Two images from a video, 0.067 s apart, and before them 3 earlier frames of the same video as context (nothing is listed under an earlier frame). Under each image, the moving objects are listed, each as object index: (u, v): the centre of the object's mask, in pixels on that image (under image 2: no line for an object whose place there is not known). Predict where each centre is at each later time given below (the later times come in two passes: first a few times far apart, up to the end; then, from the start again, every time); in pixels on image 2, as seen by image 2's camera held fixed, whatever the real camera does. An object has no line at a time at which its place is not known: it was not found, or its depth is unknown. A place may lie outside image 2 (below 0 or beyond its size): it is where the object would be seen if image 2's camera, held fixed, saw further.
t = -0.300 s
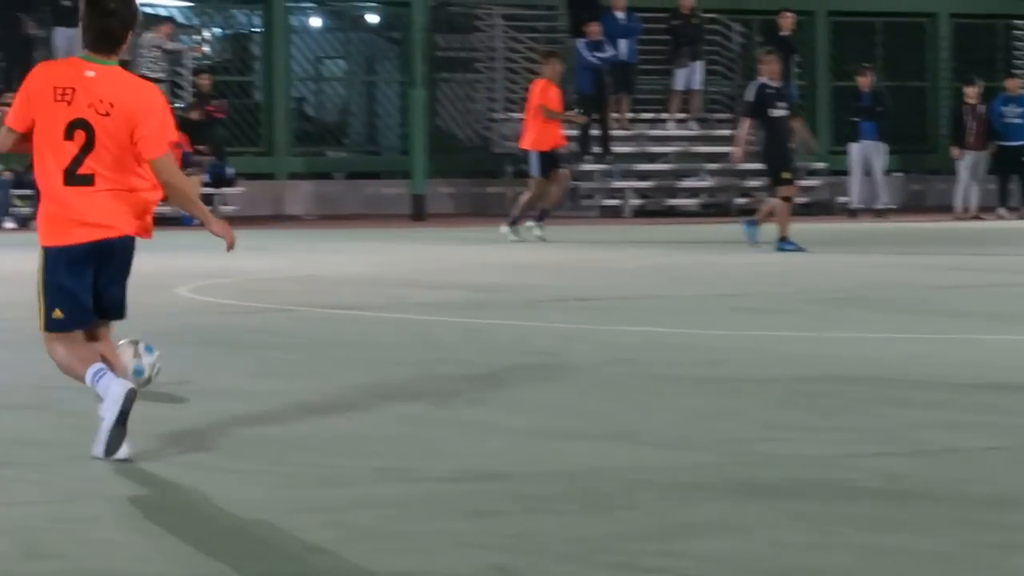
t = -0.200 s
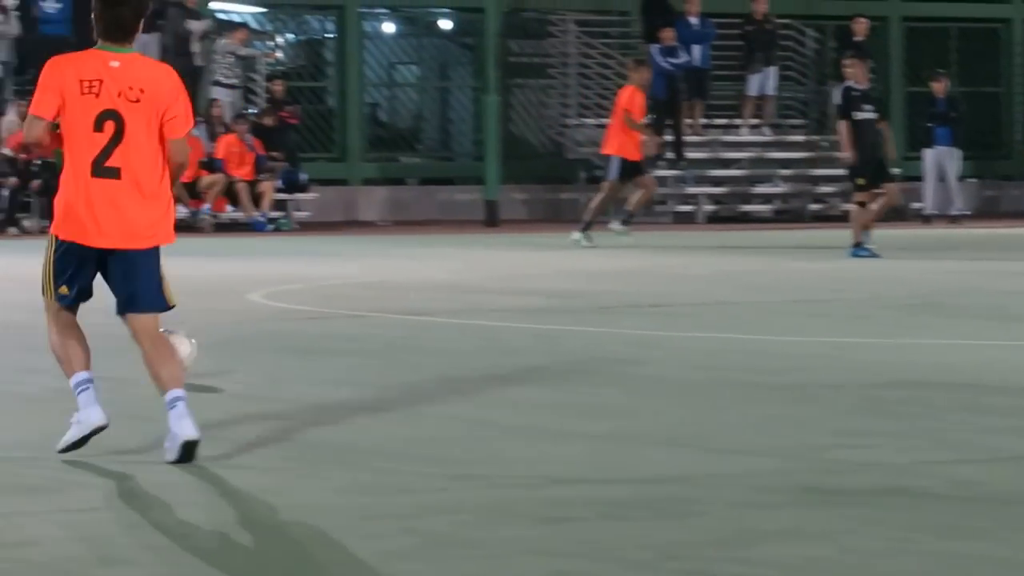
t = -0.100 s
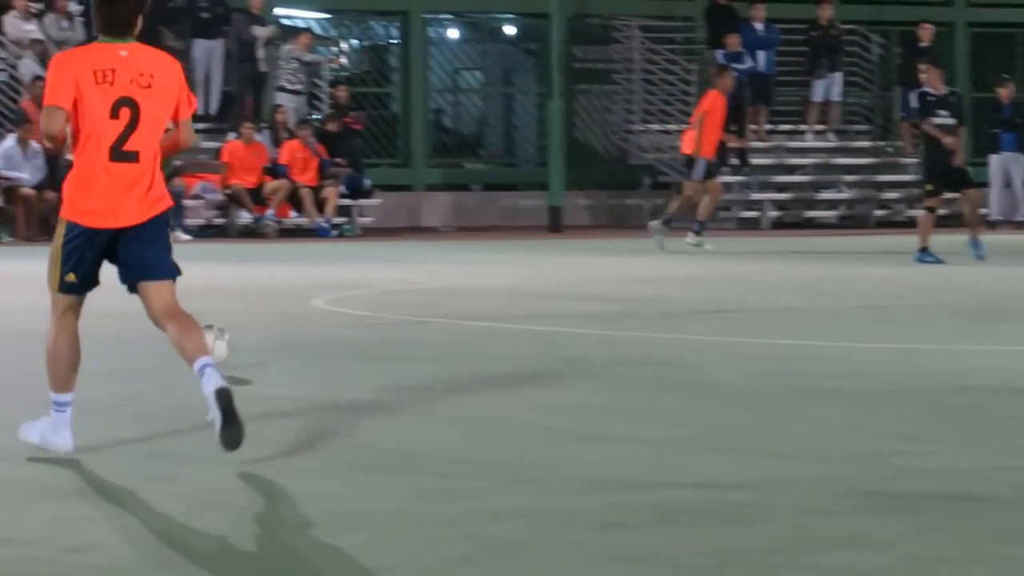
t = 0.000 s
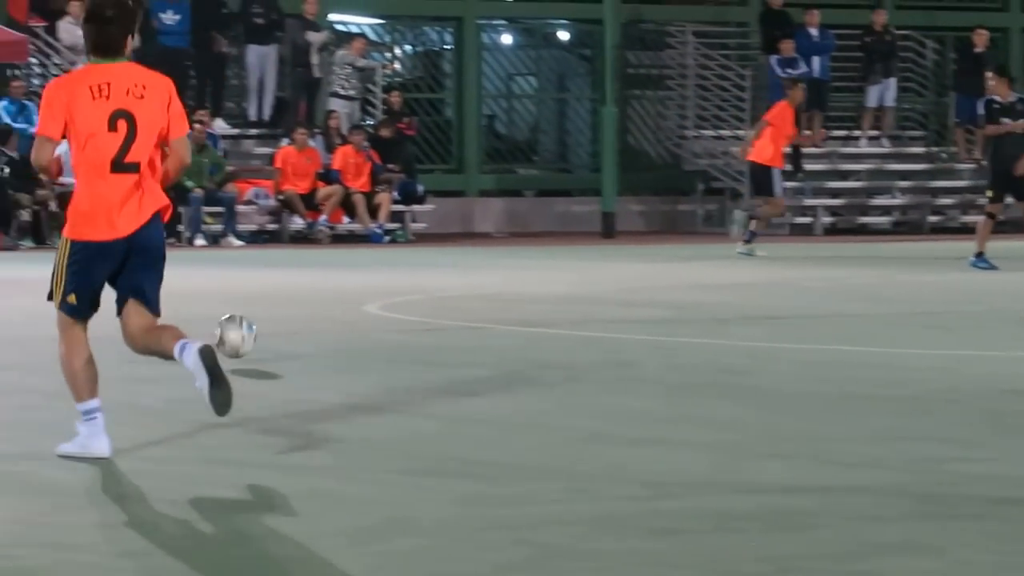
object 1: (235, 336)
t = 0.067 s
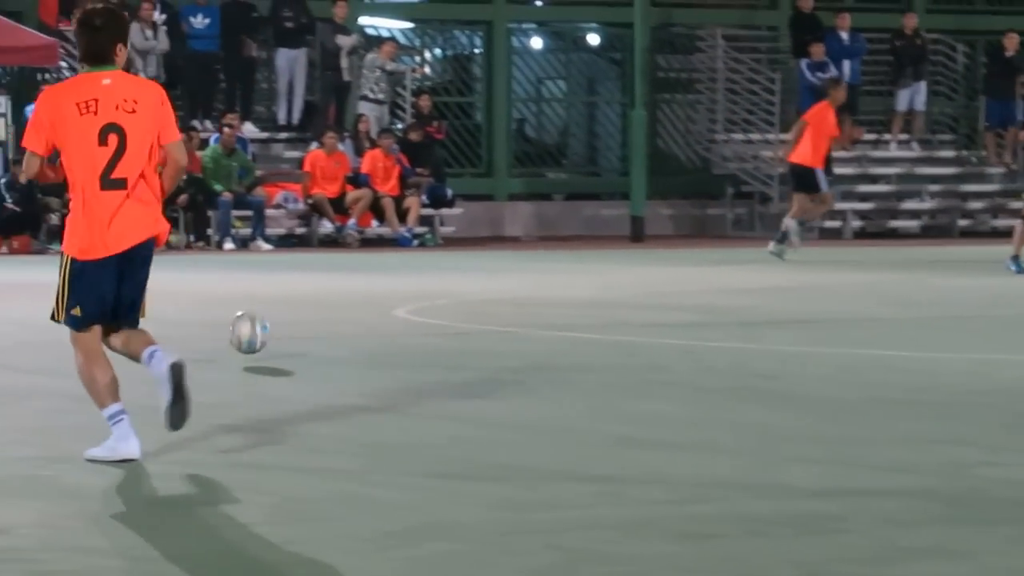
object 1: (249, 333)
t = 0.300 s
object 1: (201, 317)
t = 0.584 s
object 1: (155, 299)
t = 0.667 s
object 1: (143, 300)
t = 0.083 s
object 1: (245, 331)
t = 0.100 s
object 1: (241, 331)
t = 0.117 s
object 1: (237, 332)
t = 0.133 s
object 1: (234, 335)
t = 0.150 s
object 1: (231, 334)
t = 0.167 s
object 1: (227, 330)
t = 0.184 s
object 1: (224, 326)
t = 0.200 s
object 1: (220, 322)
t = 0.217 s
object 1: (217, 320)
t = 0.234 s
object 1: (214, 319)
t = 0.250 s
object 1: (210, 318)
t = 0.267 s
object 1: (207, 317)
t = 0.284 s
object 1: (204, 316)
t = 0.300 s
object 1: (201, 317)
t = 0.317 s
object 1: (198, 319)
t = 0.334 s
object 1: (195, 321)
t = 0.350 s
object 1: (192, 322)
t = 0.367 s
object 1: (190, 318)
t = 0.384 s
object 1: (186, 316)
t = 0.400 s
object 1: (184, 314)
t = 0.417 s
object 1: (181, 313)
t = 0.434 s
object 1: (179, 312)
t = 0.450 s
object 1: (176, 312)
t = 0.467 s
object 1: (174, 312)
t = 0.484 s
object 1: (171, 313)
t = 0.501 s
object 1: (168, 312)
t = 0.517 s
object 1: (166, 309)
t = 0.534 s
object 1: (163, 305)
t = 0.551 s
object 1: (161, 302)
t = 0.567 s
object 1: (158, 300)
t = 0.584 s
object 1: (155, 299)
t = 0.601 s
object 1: (153, 299)
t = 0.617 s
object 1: (151, 298)
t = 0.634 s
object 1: (148, 298)
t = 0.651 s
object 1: (146, 298)
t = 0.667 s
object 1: (143, 300)
